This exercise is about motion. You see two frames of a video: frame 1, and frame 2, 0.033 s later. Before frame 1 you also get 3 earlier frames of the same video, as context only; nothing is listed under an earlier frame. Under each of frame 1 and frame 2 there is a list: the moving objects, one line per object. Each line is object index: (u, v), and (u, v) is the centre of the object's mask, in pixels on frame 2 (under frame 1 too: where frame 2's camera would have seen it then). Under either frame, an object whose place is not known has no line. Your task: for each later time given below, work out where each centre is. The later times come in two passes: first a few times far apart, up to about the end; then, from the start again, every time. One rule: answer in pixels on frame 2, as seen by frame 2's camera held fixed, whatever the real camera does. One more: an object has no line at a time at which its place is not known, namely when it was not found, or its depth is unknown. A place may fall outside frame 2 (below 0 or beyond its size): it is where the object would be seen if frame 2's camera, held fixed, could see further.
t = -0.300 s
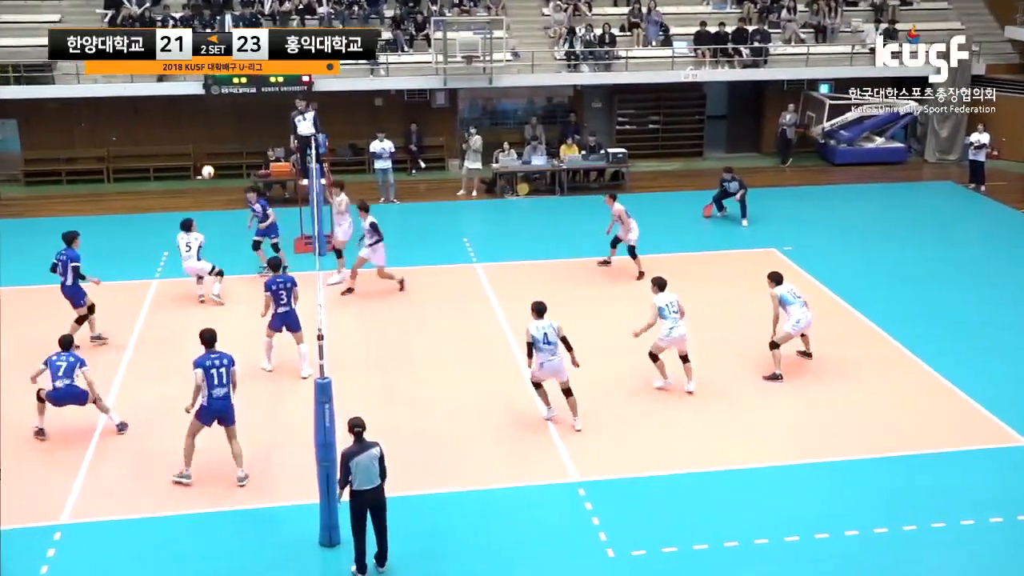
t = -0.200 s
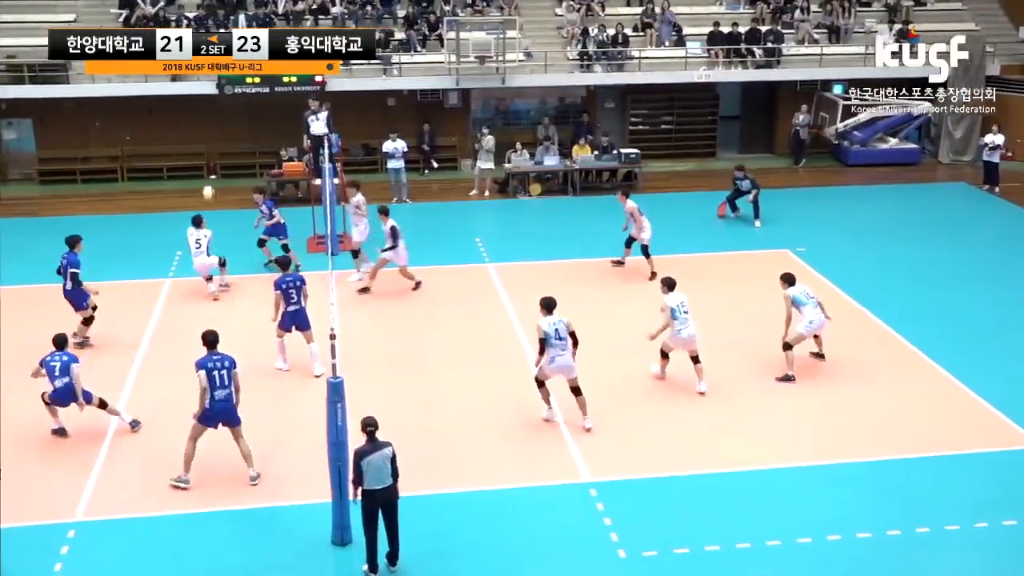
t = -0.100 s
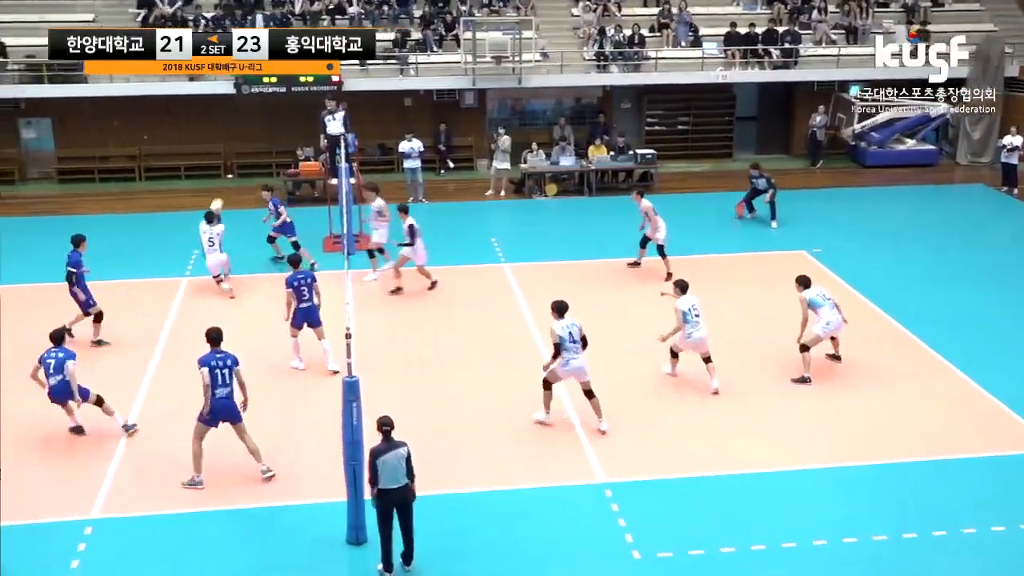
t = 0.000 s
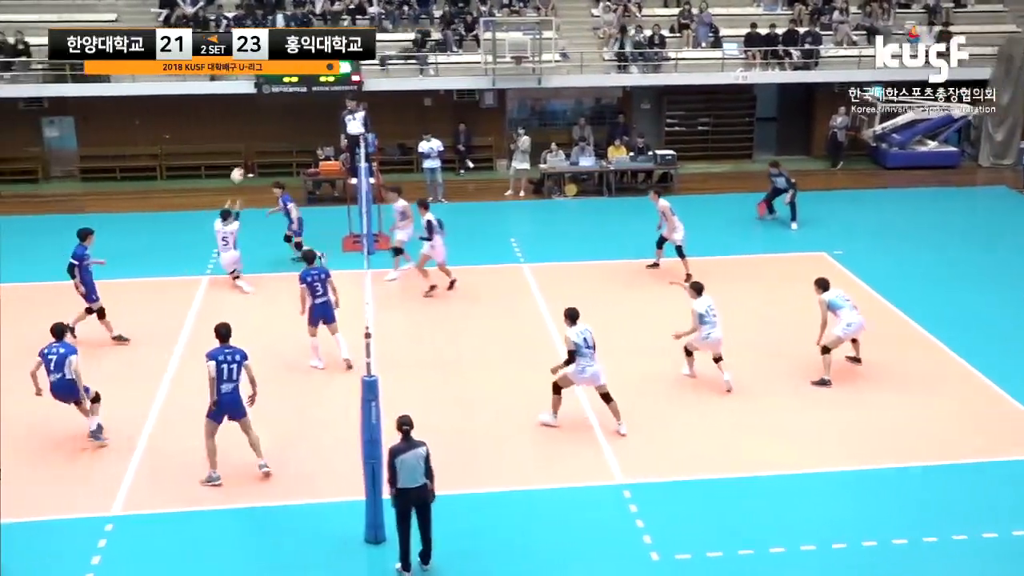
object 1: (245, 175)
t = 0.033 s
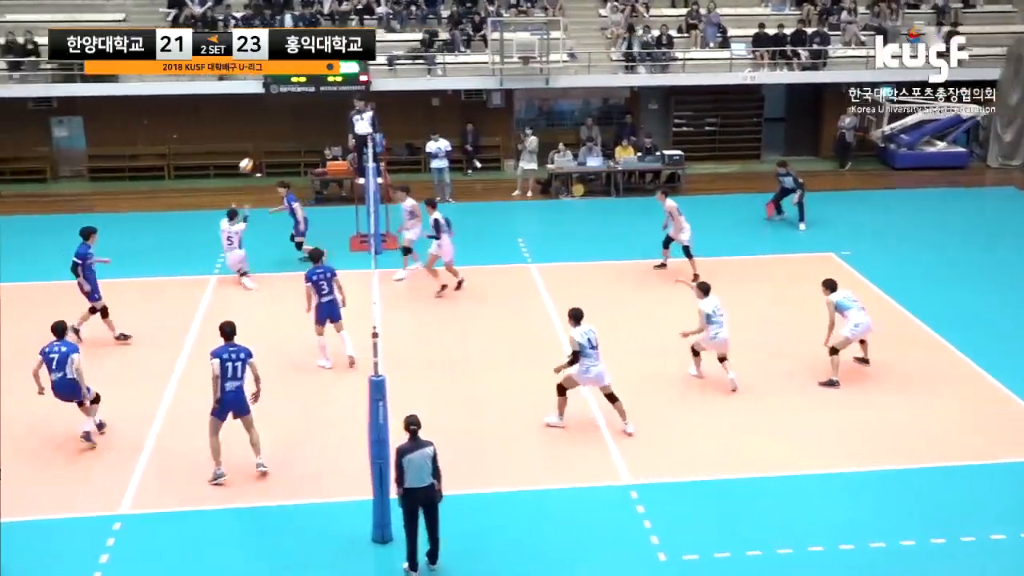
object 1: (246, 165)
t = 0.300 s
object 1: (254, 114)
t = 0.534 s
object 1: (261, 101)
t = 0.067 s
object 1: (247, 156)
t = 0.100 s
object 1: (247, 149)
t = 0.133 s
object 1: (249, 141)
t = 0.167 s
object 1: (250, 135)
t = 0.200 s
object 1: (250, 129)
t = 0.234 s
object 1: (251, 123)
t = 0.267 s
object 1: (253, 118)
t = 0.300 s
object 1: (254, 114)
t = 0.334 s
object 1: (254, 110)
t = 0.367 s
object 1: (256, 107)
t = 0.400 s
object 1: (256, 104)
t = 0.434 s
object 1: (258, 102)
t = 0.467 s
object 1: (259, 101)
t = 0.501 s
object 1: (260, 101)
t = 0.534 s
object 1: (261, 101)
